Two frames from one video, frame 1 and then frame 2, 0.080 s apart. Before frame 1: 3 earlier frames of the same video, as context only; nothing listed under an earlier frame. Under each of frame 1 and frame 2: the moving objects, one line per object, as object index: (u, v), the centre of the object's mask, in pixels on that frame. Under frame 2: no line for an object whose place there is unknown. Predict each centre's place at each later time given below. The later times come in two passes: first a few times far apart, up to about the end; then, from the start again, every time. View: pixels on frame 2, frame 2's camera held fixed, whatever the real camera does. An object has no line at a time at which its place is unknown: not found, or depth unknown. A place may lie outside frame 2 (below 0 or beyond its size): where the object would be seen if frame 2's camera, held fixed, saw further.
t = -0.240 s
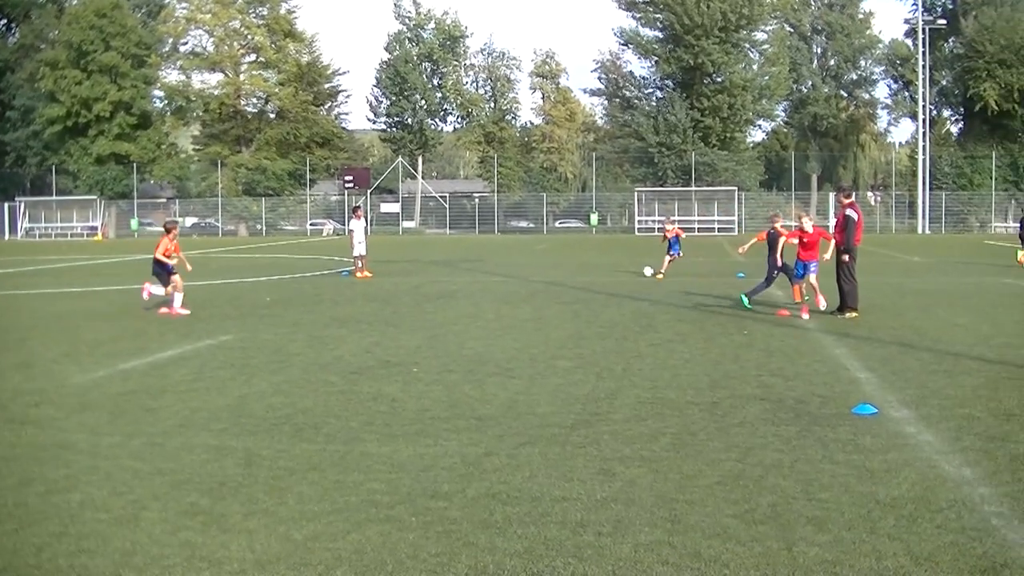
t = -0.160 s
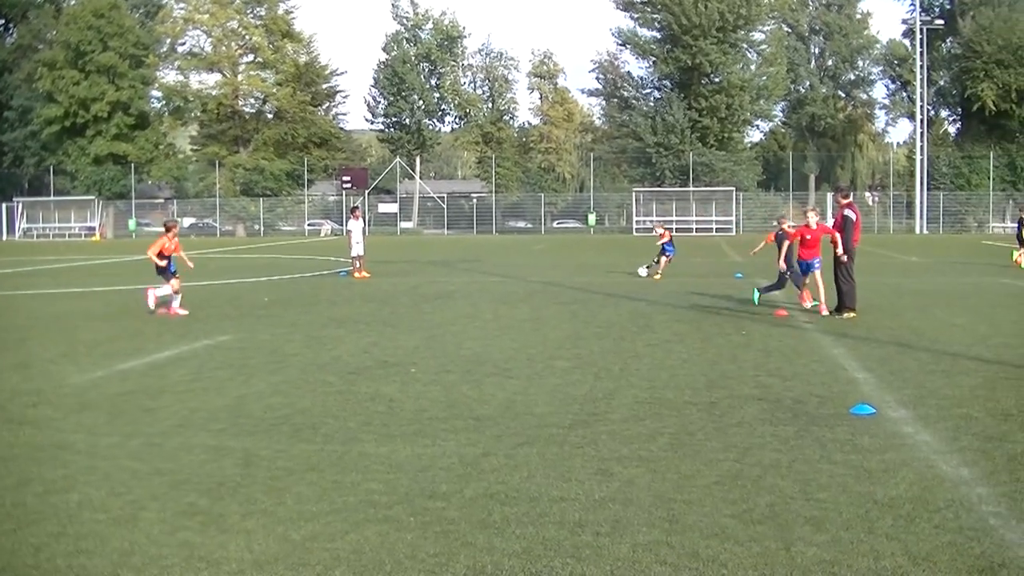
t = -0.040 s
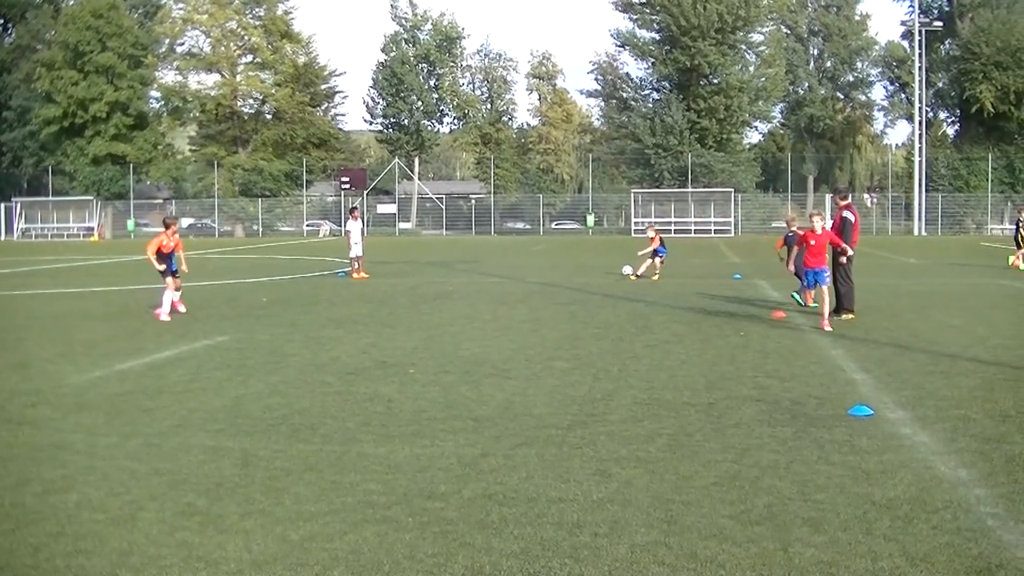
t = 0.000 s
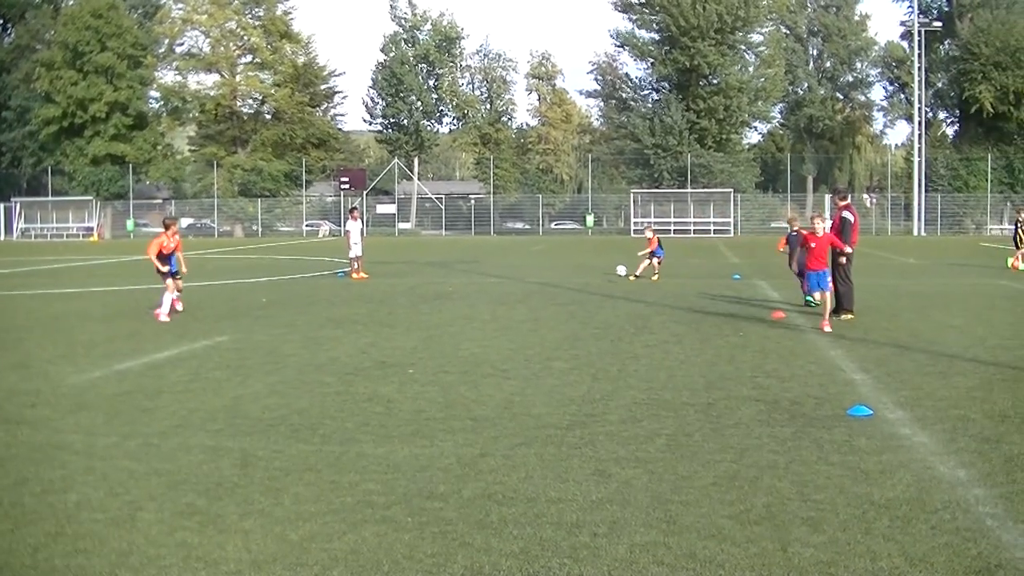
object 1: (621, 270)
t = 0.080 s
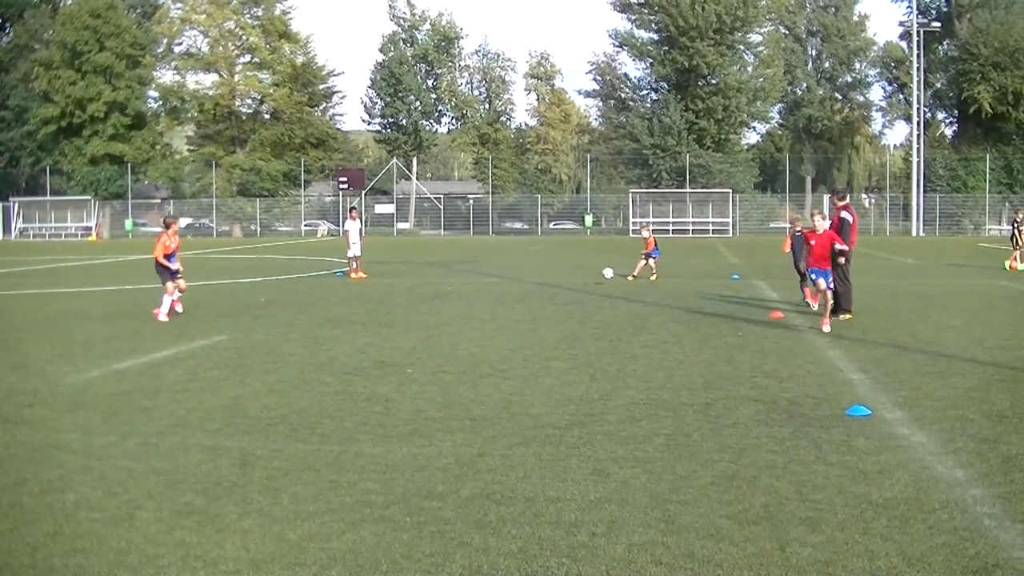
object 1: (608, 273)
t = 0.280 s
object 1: (577, 281)
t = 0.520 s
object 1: (542, 287)
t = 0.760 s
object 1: (509, 296)
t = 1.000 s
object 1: (470, 303)
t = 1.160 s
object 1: (443, 309)
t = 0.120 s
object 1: (602, 275)
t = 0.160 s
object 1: (595, 279)
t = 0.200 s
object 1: (589, 283)
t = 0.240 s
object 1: (584, 282)
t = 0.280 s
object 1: (577, 281)
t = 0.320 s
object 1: (572, 282)
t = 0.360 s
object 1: (566, 283)
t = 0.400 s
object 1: (559, 286)
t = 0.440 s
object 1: (553, 290)
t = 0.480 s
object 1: (548, 288)
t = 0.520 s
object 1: (542, 287)
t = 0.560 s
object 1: (537, 288)
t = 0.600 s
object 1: (532, 289)
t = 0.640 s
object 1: (526, 291)
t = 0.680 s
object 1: (521, 295)
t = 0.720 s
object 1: (515, 297)
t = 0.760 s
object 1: (509, 296)
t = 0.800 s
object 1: (503, 296)
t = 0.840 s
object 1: (496, 297)
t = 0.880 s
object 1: (490, 300)
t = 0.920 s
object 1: (483, 303)
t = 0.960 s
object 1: (477, 303)
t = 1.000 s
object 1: (470, 303)
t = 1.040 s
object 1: (464, 304)
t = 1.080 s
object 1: (457, 307)
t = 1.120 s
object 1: (450, 310)
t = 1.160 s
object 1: (443, 309)
